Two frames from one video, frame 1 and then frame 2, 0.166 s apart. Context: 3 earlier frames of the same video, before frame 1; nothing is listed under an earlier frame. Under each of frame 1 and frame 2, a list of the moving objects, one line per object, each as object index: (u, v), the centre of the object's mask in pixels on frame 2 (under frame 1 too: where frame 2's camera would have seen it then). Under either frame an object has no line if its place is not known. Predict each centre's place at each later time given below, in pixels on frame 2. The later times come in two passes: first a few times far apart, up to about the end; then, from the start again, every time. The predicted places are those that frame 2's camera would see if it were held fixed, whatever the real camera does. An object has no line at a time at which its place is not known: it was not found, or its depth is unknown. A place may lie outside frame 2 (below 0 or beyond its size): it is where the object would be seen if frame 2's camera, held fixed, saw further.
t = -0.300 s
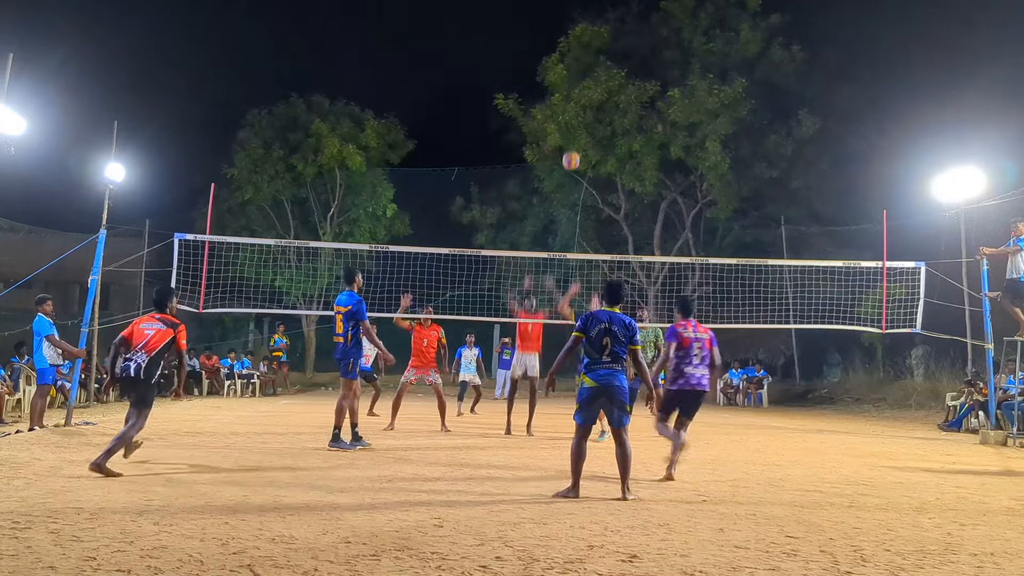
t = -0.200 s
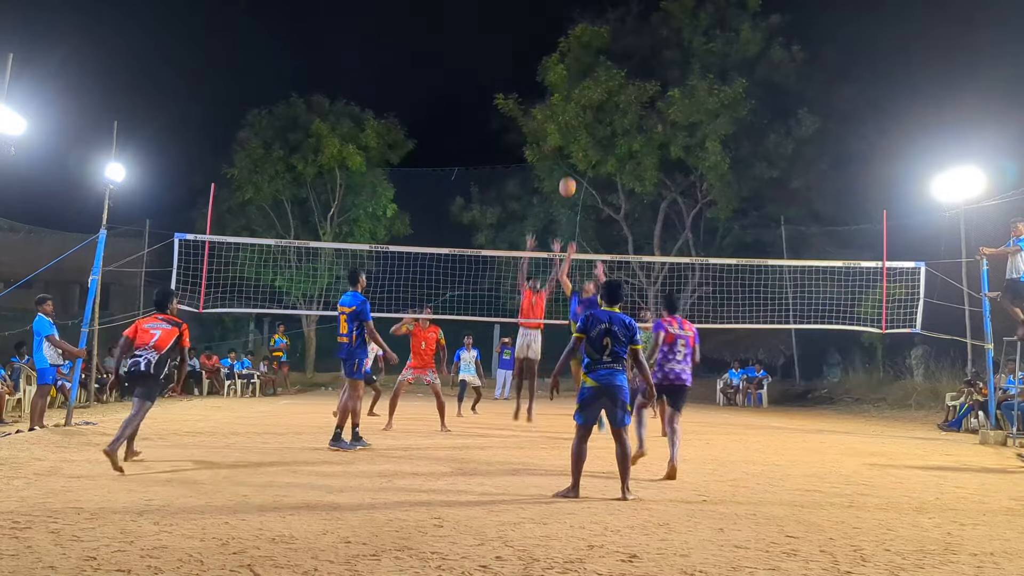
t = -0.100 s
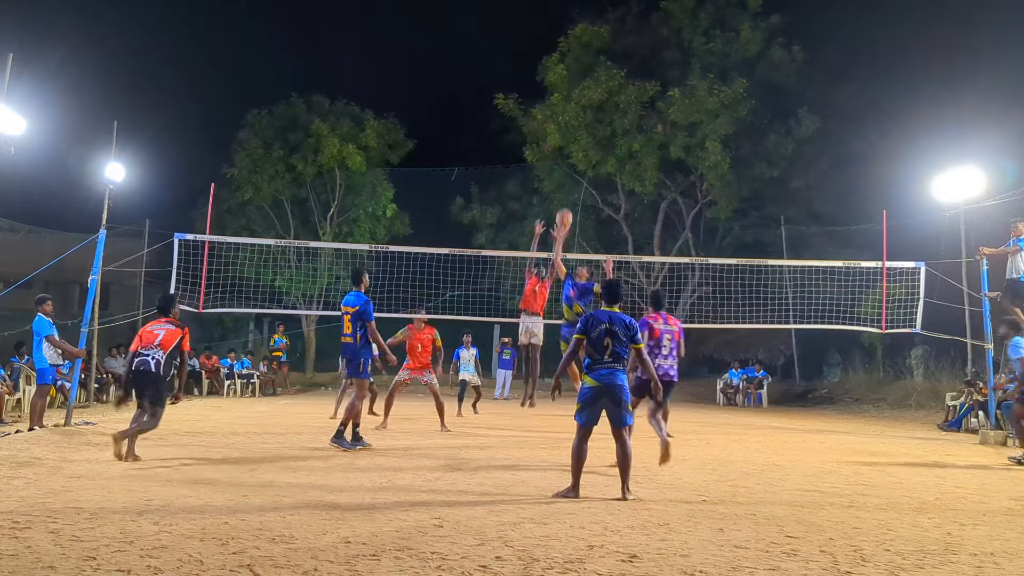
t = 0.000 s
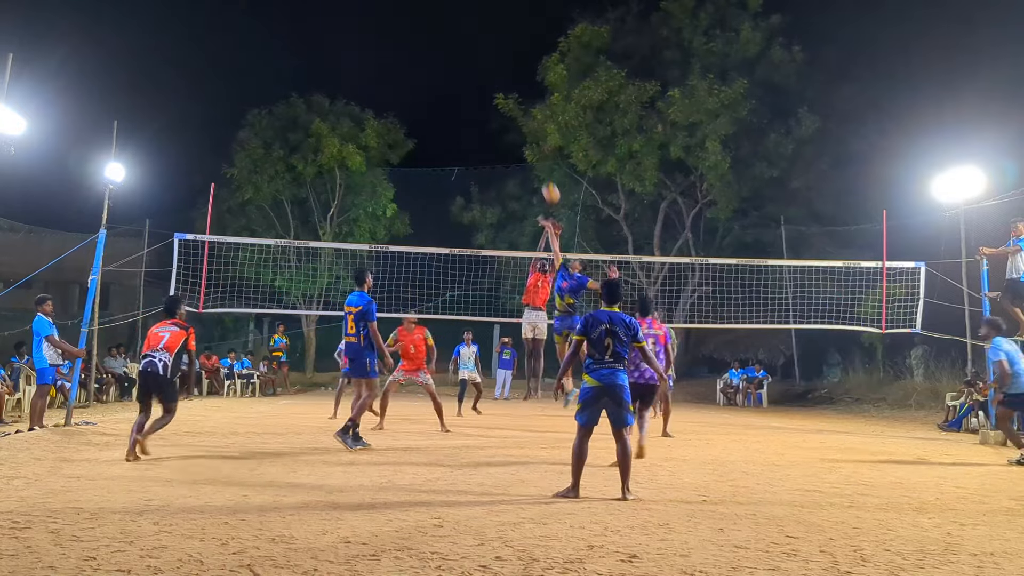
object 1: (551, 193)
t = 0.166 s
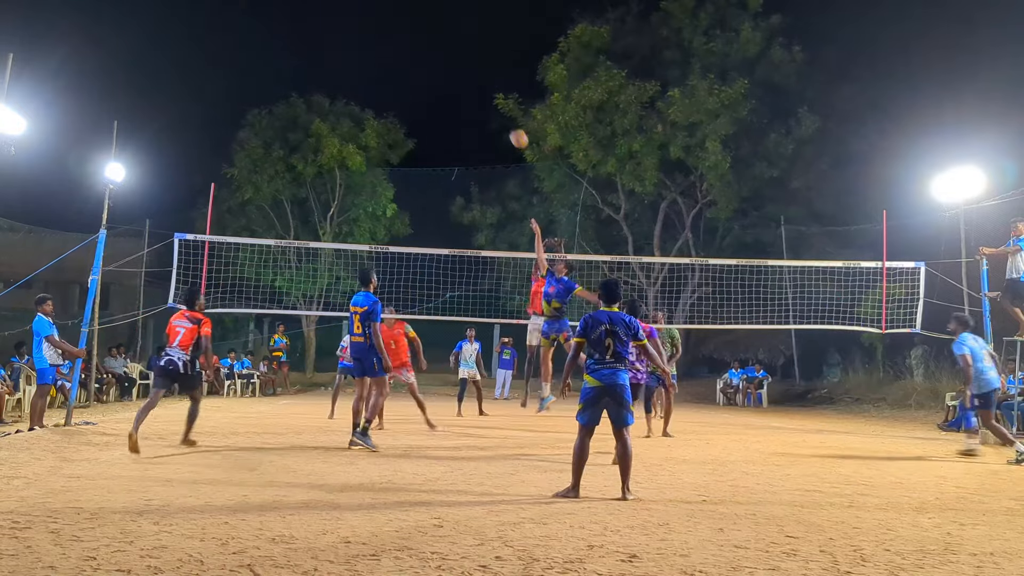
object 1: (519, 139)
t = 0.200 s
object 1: (512, 130)
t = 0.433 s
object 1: (467, 91)
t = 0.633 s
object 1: (425, 90)
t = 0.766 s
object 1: (396, 106)
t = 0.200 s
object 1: (512, 130)
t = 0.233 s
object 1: (506, 122)
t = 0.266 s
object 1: (500, 115)
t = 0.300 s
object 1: (493, 109)
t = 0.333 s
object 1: (487, 103)
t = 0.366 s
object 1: (480, 99)
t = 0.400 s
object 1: (473, 95)
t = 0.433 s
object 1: (467, 91)
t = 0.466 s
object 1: (460, 89)
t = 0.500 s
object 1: (453, 88)
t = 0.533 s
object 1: (446, 87)
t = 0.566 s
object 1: (439, 88)
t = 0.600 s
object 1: (432, 88)
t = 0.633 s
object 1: (425, 90)
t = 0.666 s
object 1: (418, 92)
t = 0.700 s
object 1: (411, 96)
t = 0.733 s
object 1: (404, 101)
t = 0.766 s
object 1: (396, 106)
